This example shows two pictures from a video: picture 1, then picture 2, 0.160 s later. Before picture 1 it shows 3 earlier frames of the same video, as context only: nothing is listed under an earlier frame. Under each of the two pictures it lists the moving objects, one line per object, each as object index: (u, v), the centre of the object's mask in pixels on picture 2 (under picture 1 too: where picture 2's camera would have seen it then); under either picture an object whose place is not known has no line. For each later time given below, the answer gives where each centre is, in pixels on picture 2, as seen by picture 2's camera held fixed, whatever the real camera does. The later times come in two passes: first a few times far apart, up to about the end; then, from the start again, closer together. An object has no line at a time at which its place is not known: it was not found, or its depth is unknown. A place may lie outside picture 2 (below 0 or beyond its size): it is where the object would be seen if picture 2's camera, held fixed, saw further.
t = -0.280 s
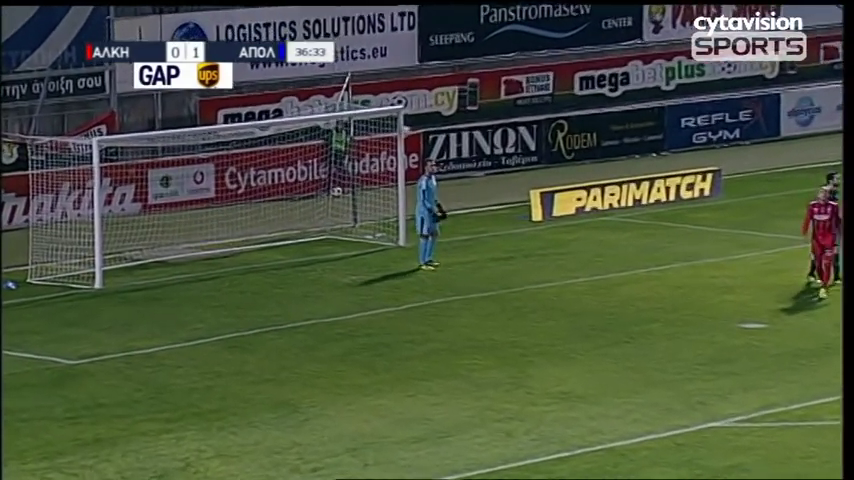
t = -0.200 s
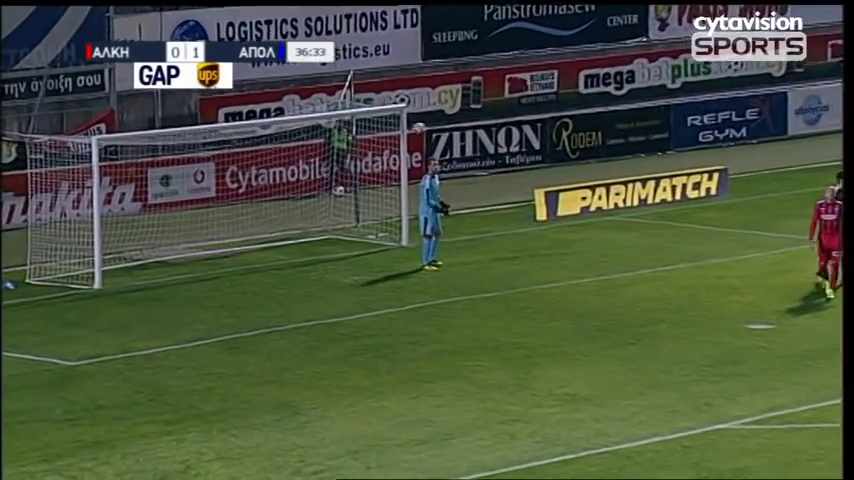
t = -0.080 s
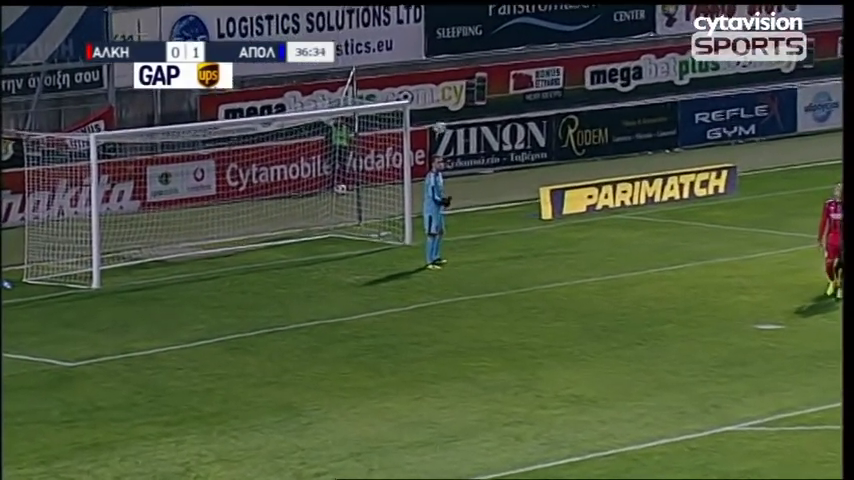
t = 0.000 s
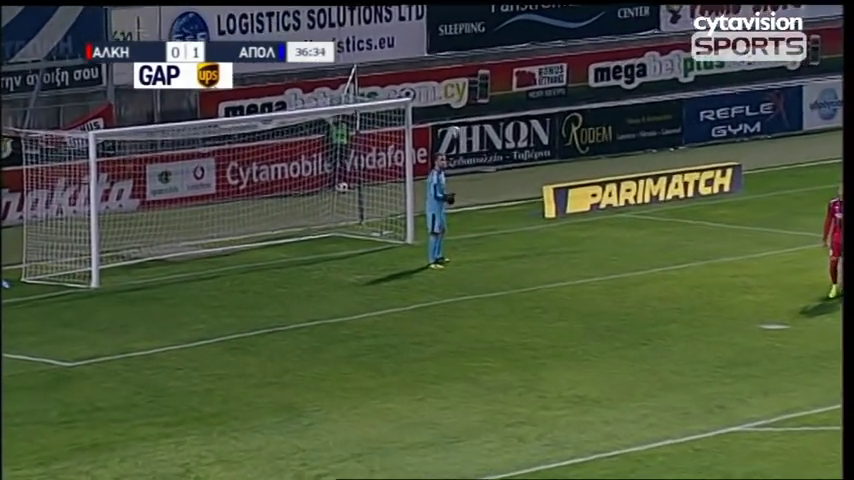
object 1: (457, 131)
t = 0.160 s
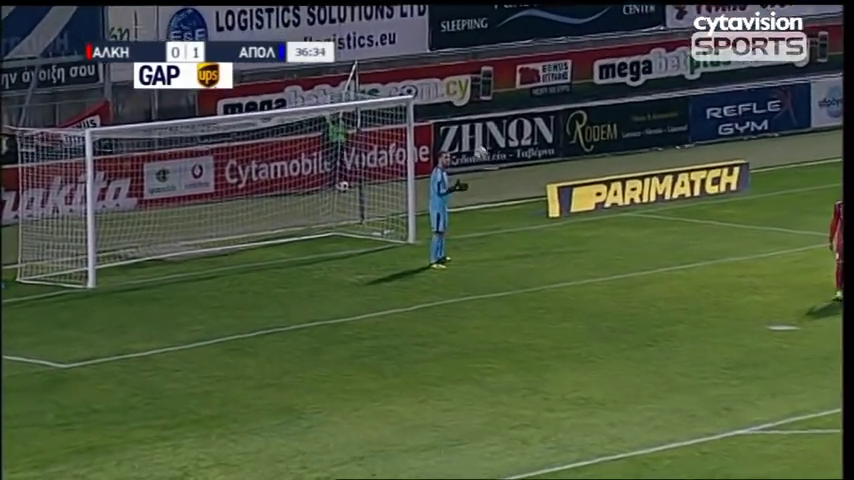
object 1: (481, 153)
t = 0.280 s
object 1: (498, 178)
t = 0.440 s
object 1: (521, 228)
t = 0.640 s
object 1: (558, 208)
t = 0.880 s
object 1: (602, 211)
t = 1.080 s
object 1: (637, 240)
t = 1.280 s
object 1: (672, 239)
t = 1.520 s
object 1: (715, 251)
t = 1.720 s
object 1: (748, 257)
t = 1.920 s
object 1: (779, 262)
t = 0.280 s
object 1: (498, 178)
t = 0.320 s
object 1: (506, 188)
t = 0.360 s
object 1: (510, 201)
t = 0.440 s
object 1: (521, 228)
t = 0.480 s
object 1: (528, 225)
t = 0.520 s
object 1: (535, 219)
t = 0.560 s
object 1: (542, 214)
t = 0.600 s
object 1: (548, 211)
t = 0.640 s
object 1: (558, 208)
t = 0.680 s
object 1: (565, 207)
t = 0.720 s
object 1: (572, 205)
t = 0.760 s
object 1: (579, 206)
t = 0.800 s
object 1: (588, 206)
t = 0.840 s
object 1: (594, 208)
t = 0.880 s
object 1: (602, 211)
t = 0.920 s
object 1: (608, 214)
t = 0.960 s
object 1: (616, 220)
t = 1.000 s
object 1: (623, 225)
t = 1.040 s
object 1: (630, 231)
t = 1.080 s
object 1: (637, 240)
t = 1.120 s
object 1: (644, 245)
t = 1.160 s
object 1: (651, 242)
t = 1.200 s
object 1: (658, 240)
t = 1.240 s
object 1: (666, 238)
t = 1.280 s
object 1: (672, 239)
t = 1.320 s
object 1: (680, 240)
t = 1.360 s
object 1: (687, 242)
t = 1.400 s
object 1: (694, 245)
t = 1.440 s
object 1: (701, 250)
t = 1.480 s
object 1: (708, 253)
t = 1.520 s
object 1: (715, 251)
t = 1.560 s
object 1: (722, 251)
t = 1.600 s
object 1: (728, 251)
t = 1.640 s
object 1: (734, 252)
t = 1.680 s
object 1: (741, 254)
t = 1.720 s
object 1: (748, 257)
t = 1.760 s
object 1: (754, 258)
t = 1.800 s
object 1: (760, 258)
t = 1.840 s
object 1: (767, 259)
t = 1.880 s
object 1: (773, 261)
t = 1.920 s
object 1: (779, 262)
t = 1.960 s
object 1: (785, 263)
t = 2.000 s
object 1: (791, 264)
